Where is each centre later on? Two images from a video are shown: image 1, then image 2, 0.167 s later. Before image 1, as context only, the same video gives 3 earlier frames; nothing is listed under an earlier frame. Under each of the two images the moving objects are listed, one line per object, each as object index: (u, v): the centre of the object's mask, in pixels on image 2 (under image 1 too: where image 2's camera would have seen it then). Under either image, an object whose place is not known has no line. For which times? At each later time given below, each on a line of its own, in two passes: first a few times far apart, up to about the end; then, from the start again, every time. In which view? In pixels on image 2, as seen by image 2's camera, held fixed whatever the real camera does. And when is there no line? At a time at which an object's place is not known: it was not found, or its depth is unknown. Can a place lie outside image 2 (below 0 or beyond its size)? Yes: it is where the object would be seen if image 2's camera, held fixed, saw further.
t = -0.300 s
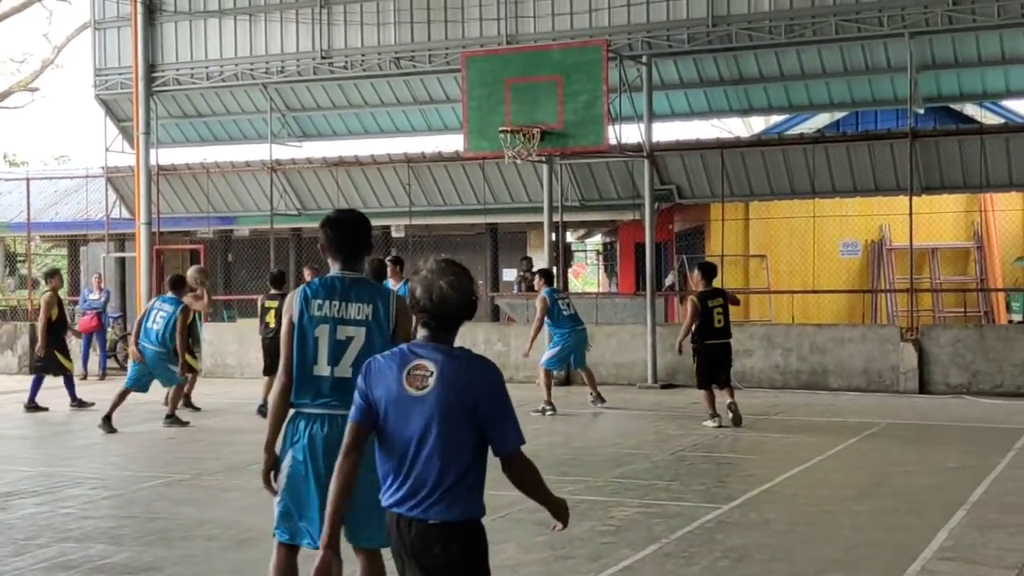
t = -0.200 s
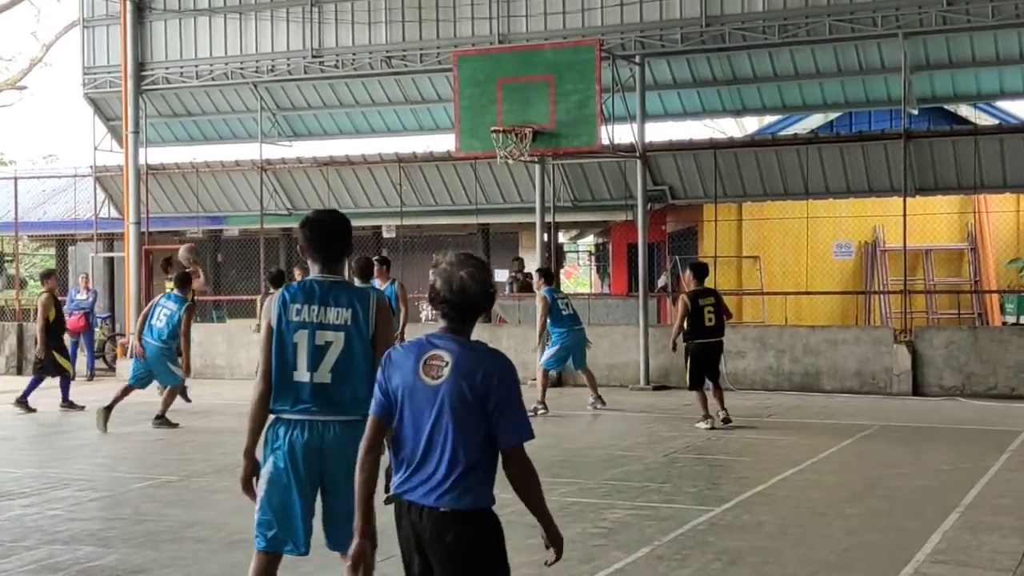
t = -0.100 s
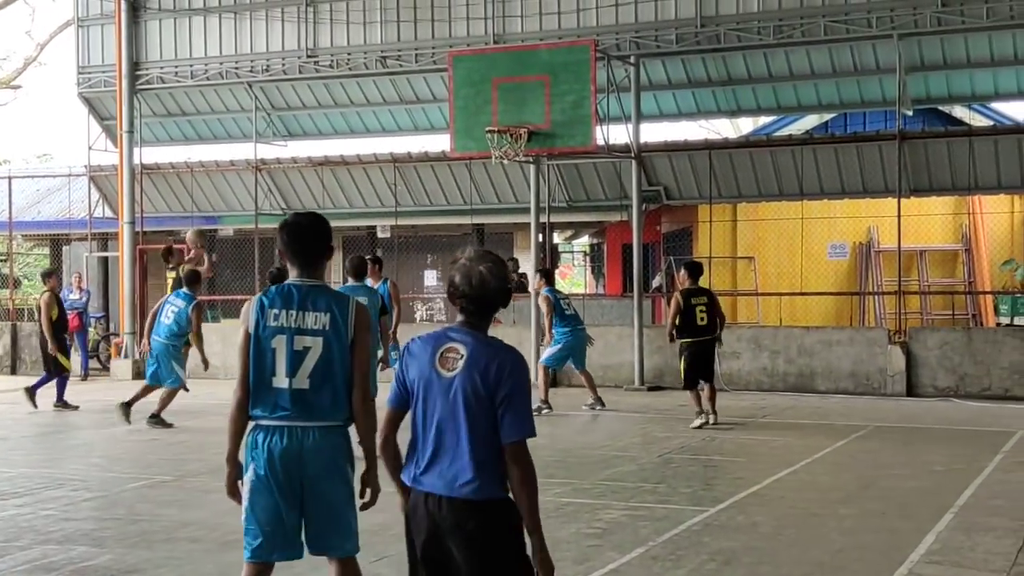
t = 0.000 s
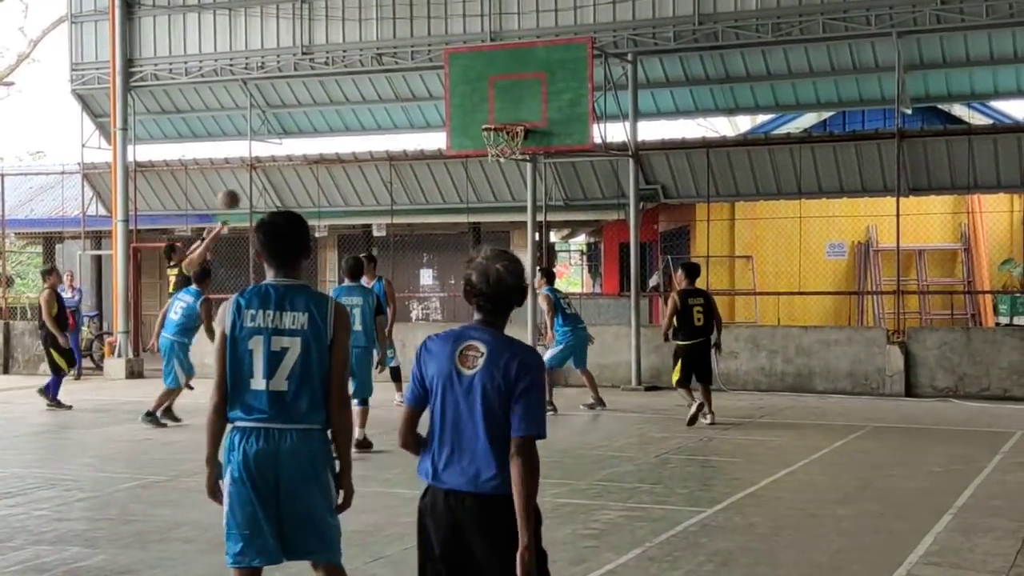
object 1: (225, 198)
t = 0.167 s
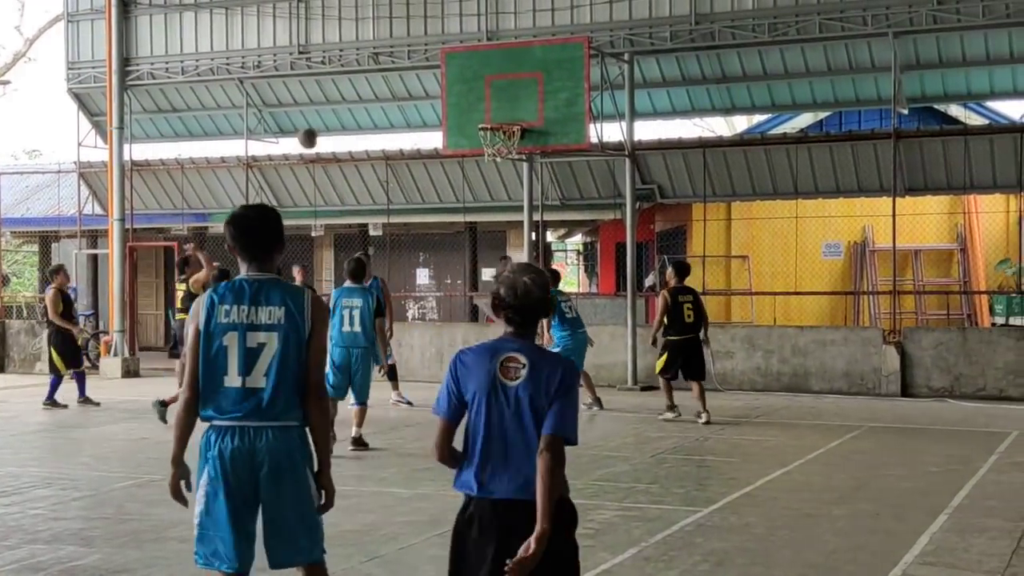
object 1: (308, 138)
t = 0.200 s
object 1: (323, 130)
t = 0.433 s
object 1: (434, 96)
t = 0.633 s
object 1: (499, 101)
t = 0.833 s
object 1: (519, 109)
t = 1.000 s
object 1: (530, 123)
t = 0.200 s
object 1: (323, 130)
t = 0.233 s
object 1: (340, 122)
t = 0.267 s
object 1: (355, 116)
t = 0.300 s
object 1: (372, 110)
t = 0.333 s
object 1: (388, 105)
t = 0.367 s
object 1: (403, 101)
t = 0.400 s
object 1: (419, 98)
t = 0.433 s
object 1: (434, 96)
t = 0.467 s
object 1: (450, 95)
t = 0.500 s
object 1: (464, 95)
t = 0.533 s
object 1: (479, 96)
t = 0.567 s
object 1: (491, 97)
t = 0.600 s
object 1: (495, 99)
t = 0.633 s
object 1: (499, 101)
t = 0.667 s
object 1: (504, 105)
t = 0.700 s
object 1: (508, 111)
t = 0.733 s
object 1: (512, 113)
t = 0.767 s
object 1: (514, 111)
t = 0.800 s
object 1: (516, 109)
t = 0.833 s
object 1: (519, 109)
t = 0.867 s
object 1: (521, 110)
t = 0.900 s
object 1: (523, 112)
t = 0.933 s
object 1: (526, 115)
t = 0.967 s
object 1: (528, 118)
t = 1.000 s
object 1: (530, 123)
